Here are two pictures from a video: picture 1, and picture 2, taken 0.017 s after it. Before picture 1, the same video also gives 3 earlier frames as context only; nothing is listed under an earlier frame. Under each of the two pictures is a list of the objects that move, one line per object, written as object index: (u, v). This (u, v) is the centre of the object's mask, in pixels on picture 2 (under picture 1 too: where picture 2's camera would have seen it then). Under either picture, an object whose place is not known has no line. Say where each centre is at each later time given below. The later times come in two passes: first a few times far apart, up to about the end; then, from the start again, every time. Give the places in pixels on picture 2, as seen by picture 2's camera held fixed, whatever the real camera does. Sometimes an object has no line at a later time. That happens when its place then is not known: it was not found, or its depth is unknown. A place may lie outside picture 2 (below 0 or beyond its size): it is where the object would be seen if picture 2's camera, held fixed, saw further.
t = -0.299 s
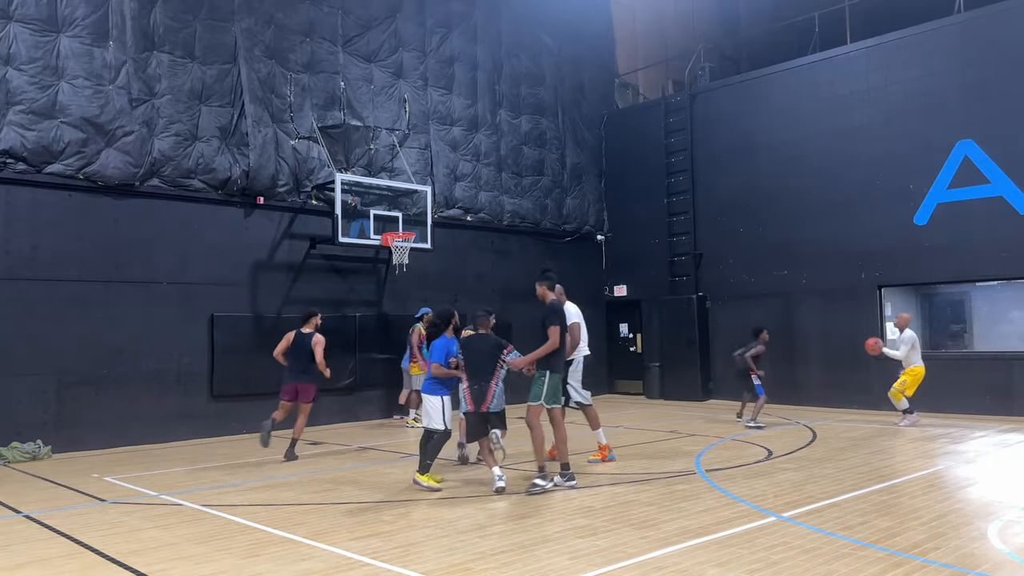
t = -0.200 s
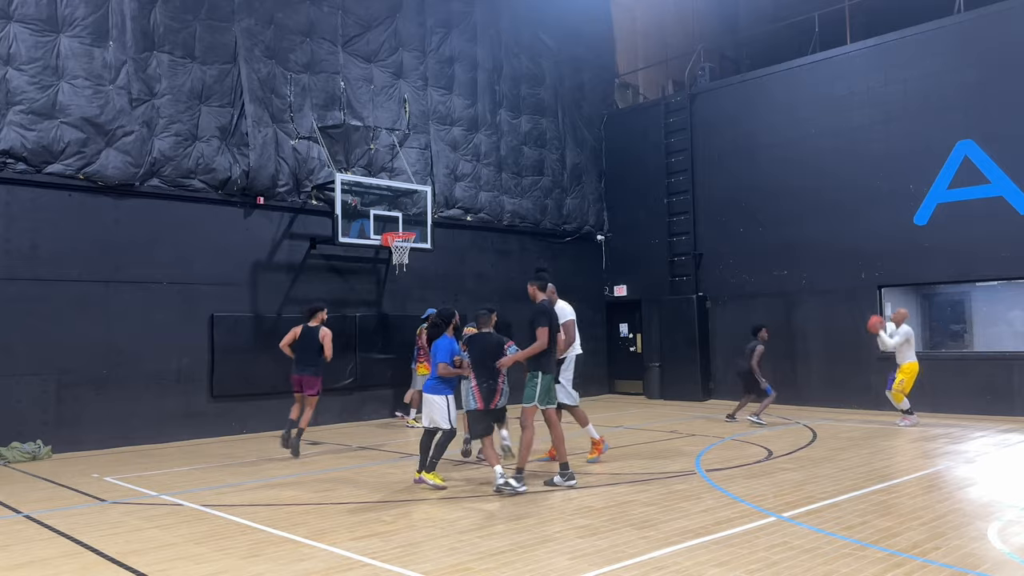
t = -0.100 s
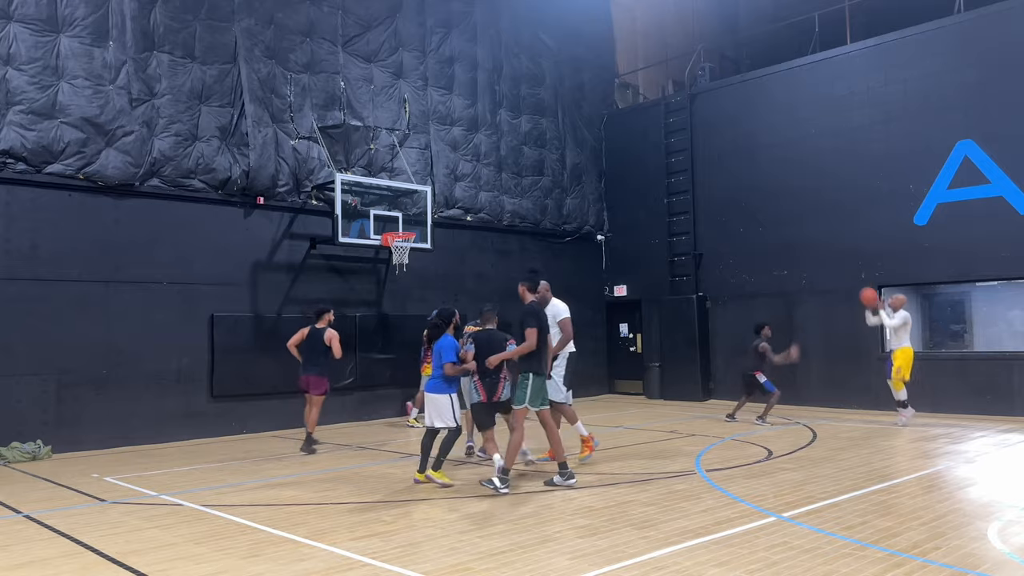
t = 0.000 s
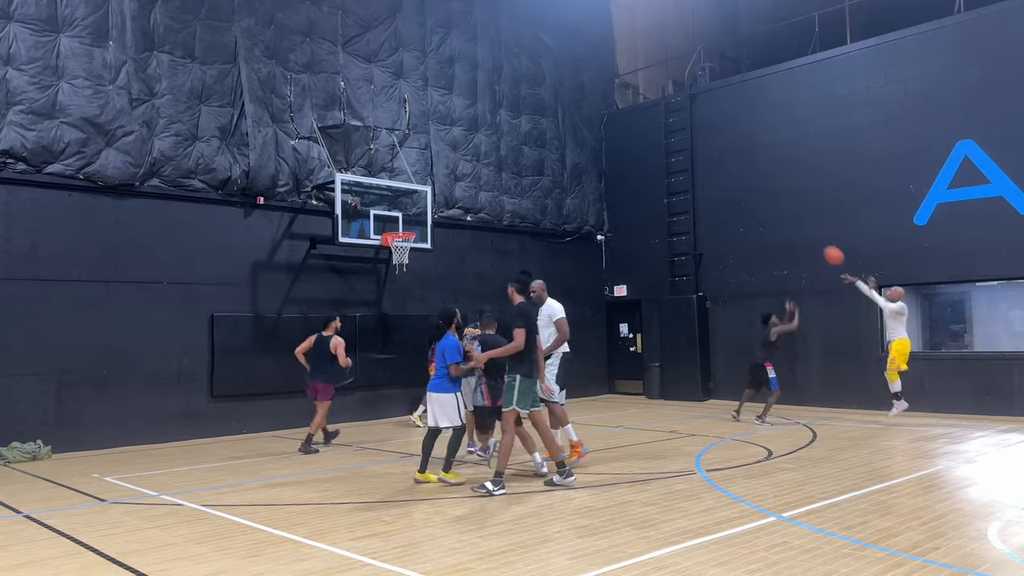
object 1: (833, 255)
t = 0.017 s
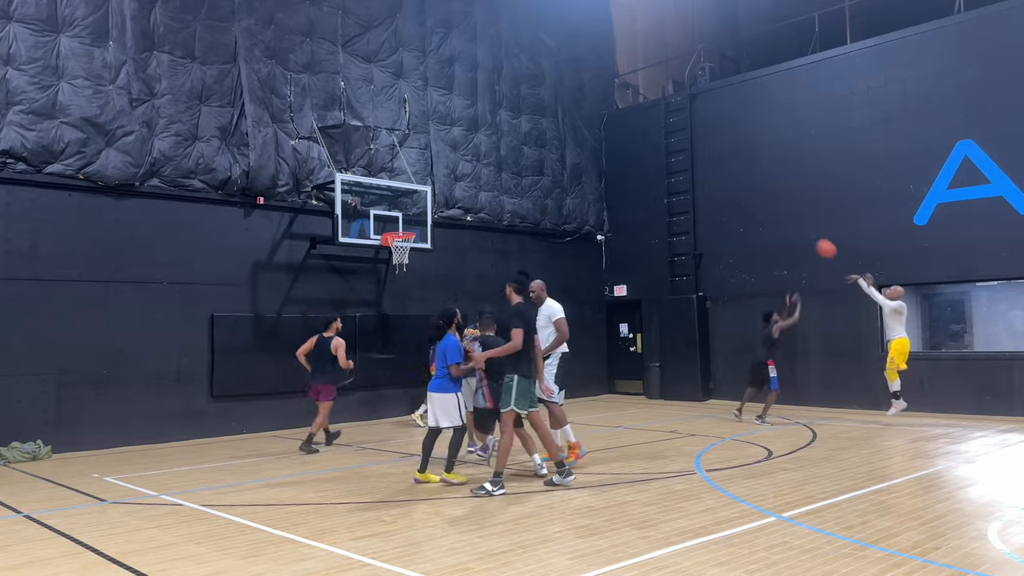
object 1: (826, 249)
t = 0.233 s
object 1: (730, 182)
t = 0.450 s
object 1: (643, 149)
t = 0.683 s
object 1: (554, 145)
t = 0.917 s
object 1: (470, 175)
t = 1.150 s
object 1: (396, 223)
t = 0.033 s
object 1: (818, 242)
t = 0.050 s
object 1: (811, 236)
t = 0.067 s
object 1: (803, 230)
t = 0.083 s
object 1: (796, 225)
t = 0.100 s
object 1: (788, 219)
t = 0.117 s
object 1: (781, 214)
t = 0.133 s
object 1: (774, 209)
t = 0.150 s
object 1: (766, 204)
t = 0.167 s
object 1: (759, 199)
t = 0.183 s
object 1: (752, 195)
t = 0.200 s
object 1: (745, 190)
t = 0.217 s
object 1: (738, 187)
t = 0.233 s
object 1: (730, 182)
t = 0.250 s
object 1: (724, 179)
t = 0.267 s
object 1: (717, 175)
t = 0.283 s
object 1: (710, 172)
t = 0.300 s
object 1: (703, 169)
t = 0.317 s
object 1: (696, 166)
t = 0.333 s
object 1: (690, 163)
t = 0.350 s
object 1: (683, 161)
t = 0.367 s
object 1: (676, 158)
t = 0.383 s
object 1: (669, 156)
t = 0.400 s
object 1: (663, 154)
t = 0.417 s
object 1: (656, 152)
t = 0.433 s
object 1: (649, 150)
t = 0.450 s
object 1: (643, 149)
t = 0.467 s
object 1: (636, 147)
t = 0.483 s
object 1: (630, 146)
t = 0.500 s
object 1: (623, 145)
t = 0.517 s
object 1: (617, 145)
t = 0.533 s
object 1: (611, 144)
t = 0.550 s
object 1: (604, 143)
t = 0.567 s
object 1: (598, 143)
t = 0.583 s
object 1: (592, 143)
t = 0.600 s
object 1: (586, 143)
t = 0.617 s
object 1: (579, 143)
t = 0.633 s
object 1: (572, 143)
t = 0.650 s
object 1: (567, 144)
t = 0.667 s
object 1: (560, 145)
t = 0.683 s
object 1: (554, 145)
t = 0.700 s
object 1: (548, 146)
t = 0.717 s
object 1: (542, 148)
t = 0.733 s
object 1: (536, 149)
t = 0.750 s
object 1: (530, 151)
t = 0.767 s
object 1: (523, 152)
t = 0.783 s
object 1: (518, 154)
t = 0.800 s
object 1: (512, 156)
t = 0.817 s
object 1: (505, 158)
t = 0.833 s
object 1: (500, 161)
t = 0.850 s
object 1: (494, 163)
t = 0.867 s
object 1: (488, 165)
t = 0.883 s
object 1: (482, 169)
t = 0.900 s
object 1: (476, 171)
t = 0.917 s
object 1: (470, 175)
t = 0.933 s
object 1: (464, 178)
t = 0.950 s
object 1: (458, 181)
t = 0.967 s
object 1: (452, 186)
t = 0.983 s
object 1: (446, 189)
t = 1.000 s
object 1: (441, 193)
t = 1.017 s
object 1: (436, 197)
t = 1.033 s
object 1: (429, 202)
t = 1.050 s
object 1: (422, 207)
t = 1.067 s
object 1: (418, 211)
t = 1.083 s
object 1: (412, 216)
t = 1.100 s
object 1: (407, 220)
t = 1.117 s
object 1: (401, 225)
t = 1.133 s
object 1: (398, 225)
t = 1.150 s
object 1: (396, 223)
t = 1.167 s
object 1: (393, 222)
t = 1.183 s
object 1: (391, 220)
